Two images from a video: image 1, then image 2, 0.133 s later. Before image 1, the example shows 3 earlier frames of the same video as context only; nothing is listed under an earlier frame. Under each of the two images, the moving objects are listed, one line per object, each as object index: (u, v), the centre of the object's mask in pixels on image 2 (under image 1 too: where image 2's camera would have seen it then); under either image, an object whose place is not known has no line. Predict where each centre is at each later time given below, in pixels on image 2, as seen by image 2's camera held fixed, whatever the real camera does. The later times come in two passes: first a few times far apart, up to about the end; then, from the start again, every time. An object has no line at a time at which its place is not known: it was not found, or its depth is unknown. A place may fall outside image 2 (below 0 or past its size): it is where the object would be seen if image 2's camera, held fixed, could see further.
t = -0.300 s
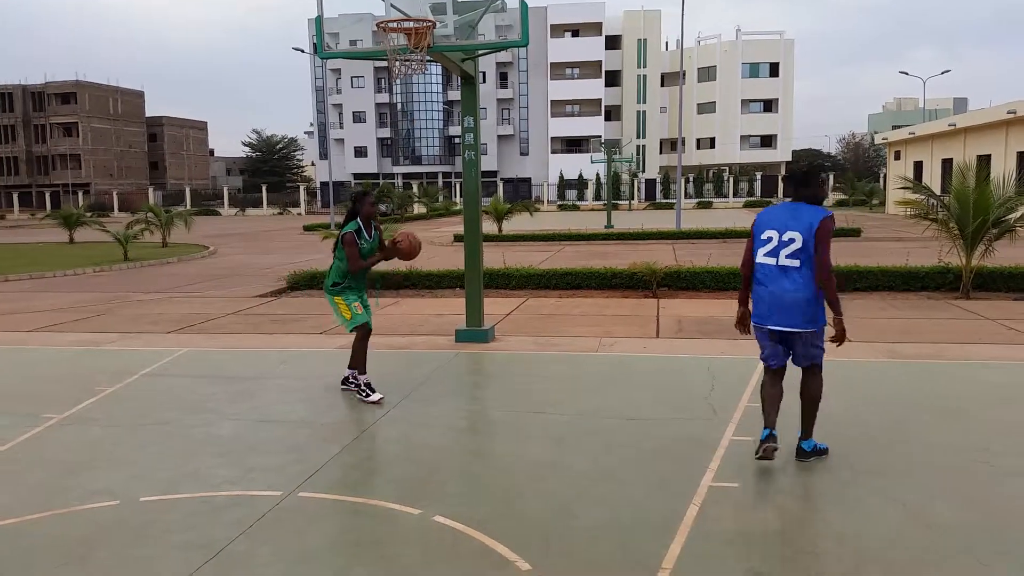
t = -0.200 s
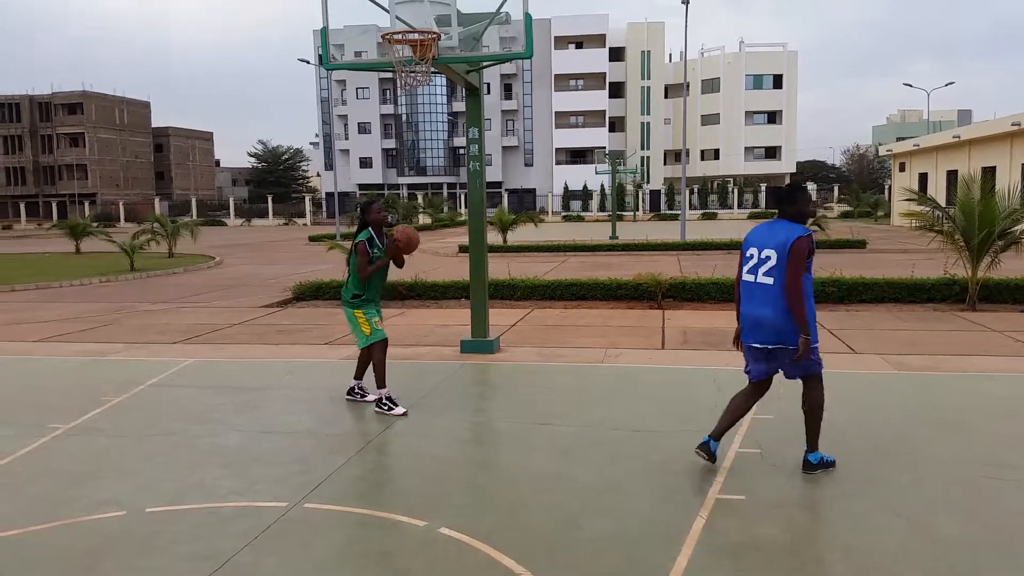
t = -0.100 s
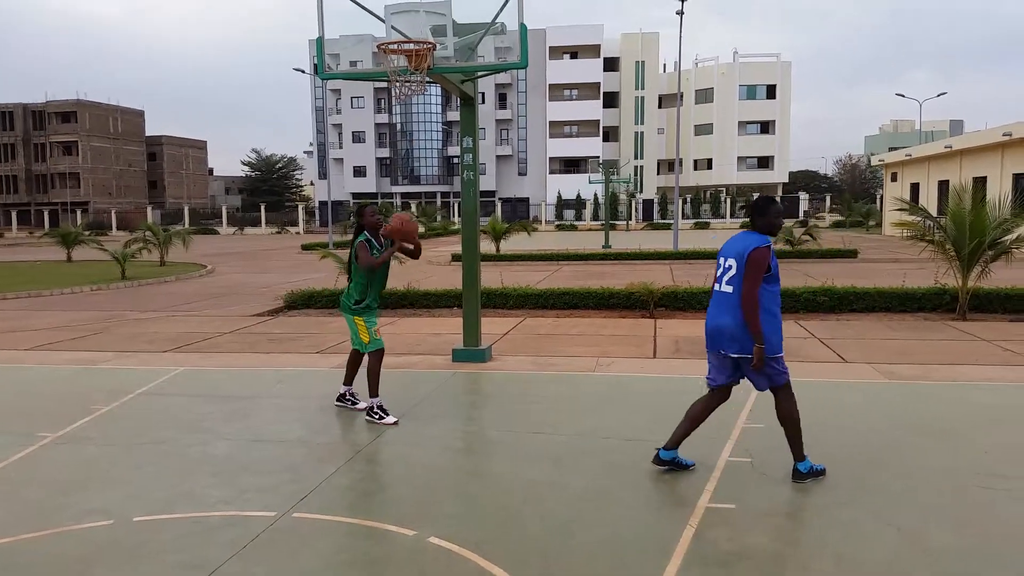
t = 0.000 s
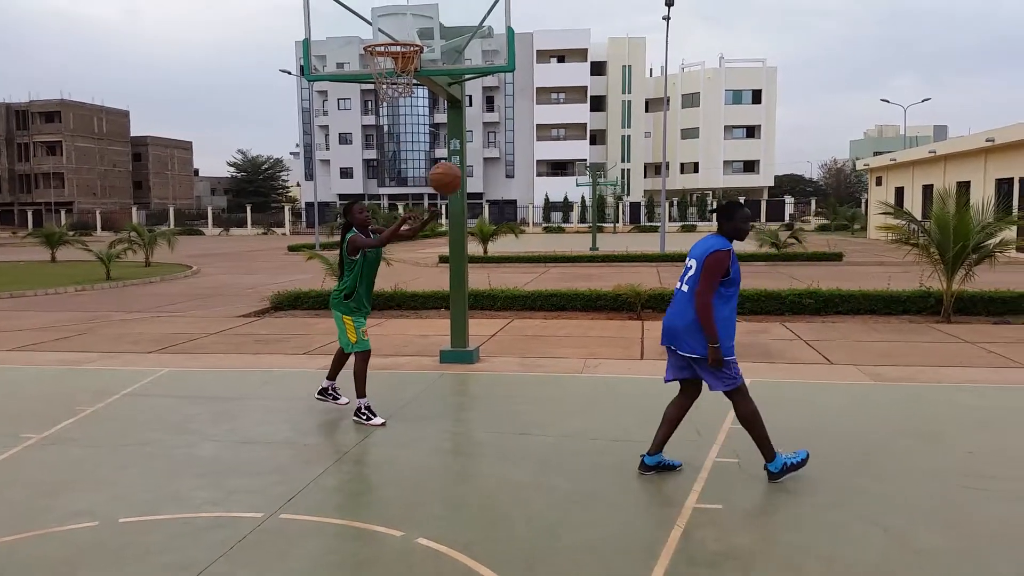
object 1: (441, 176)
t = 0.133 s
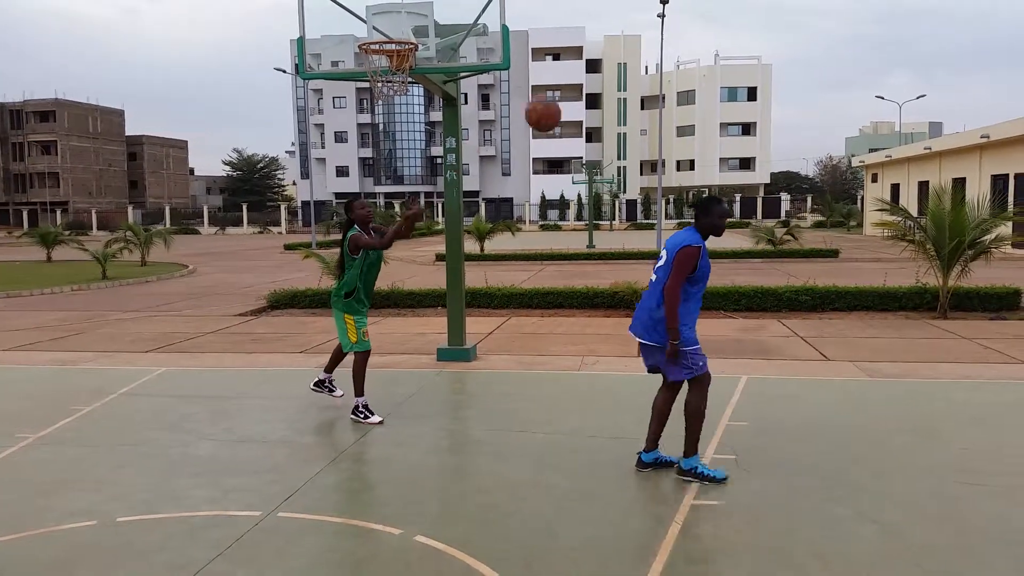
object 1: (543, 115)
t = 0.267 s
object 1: (669, 64)
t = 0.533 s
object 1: (1013, 39)
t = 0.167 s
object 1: (572, 100)
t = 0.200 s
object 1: (602, 87)
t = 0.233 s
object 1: (635, 75)
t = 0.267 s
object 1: (669, 64)
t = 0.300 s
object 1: (706, 55)
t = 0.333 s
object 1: (743, 47)
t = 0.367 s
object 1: (783, 40)
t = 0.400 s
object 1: (825, 36)
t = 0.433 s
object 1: (869, 33)
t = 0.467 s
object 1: (916, 33)
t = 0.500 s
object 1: (965, 34)
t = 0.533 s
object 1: (1013, 39)
